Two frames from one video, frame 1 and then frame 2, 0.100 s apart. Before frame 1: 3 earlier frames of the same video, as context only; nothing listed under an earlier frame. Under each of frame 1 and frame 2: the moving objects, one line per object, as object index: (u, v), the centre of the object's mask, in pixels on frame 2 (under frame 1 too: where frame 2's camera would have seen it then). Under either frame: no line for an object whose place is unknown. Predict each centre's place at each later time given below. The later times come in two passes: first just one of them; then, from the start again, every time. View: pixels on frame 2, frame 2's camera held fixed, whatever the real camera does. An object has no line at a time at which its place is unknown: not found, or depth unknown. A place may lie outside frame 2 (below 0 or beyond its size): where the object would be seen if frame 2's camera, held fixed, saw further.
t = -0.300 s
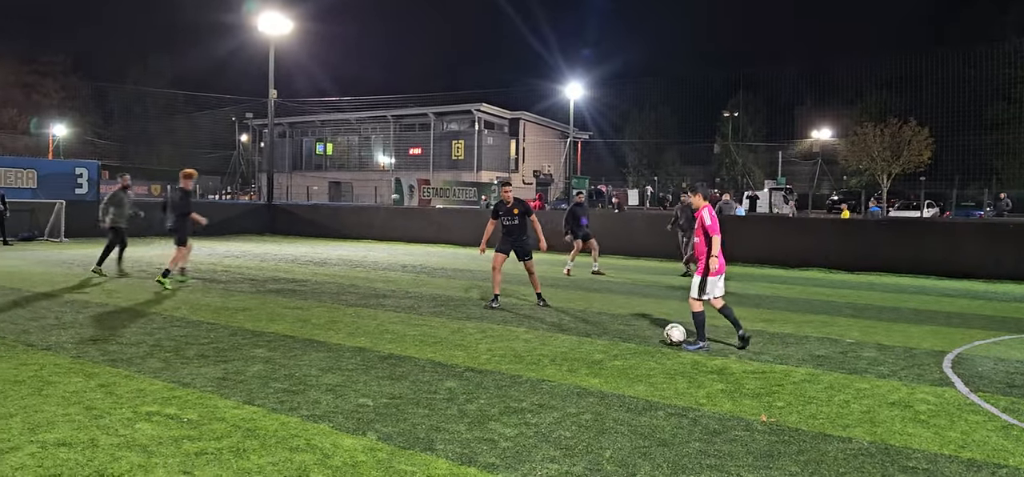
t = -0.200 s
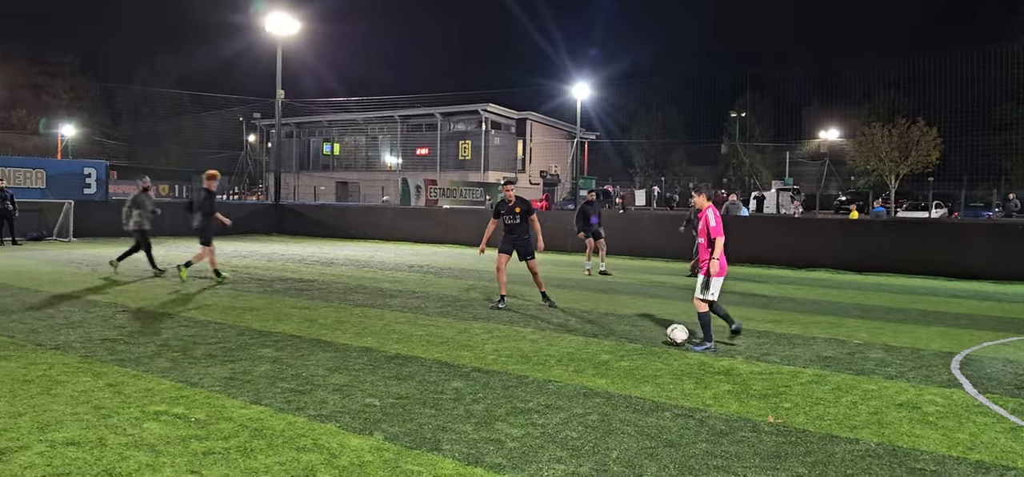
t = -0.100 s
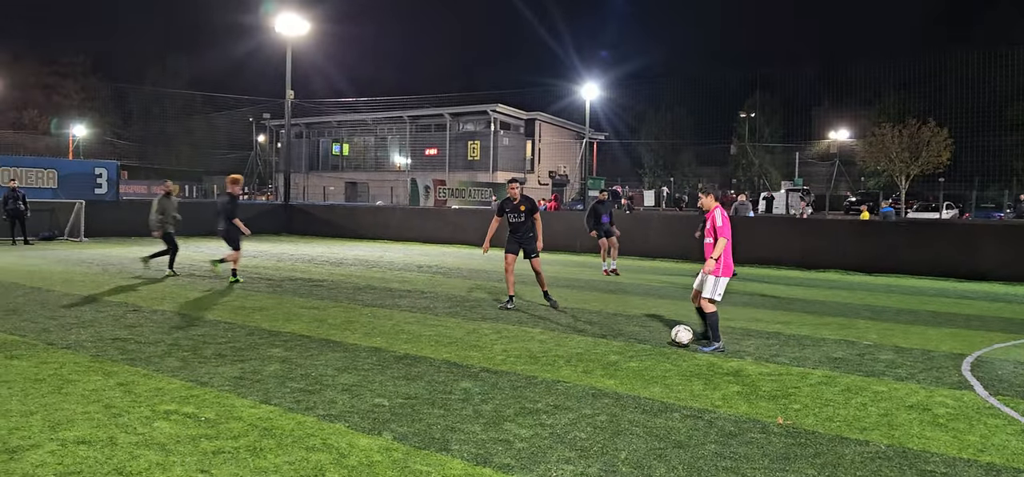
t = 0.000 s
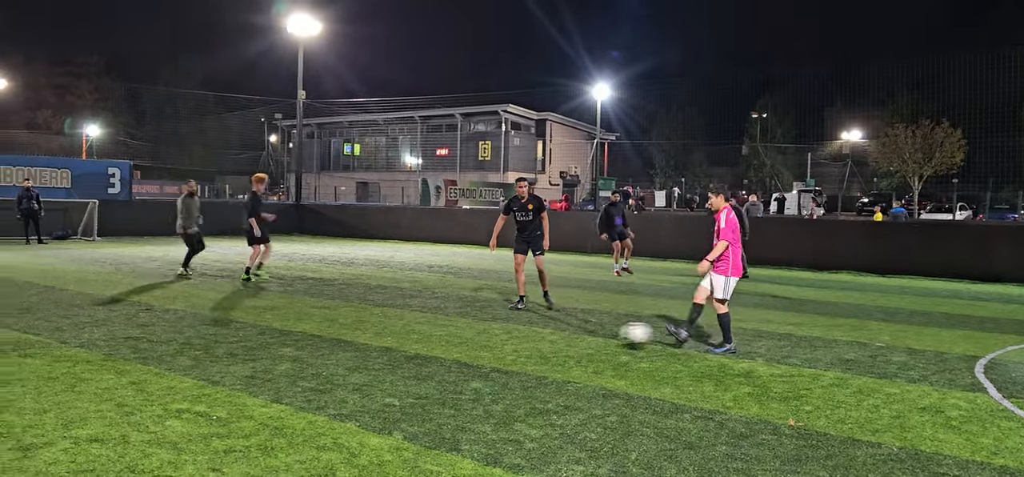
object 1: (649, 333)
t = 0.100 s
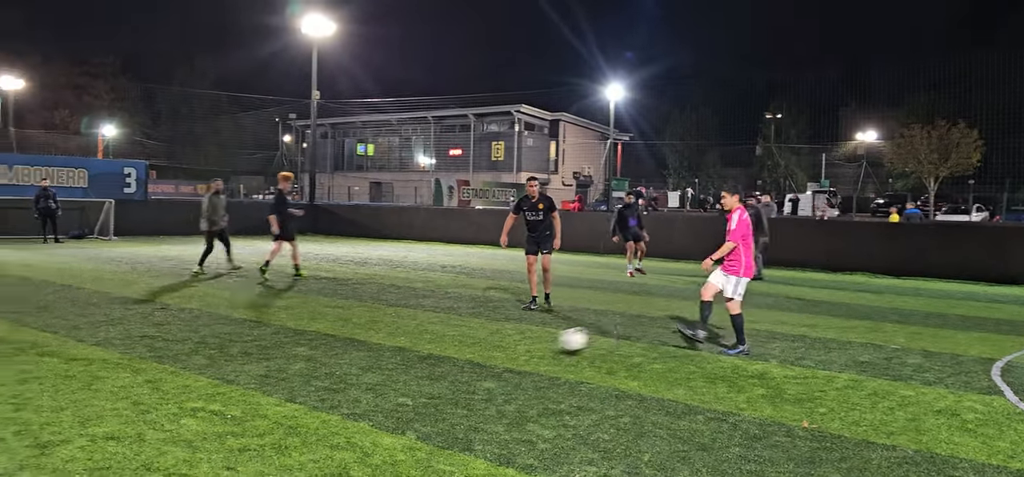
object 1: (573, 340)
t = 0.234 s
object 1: (473, 344)
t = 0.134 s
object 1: (548, 344)
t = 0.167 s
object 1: (522, 346)
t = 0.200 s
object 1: (497, 345)
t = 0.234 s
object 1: (473, 344)
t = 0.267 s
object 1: (447, 344)
